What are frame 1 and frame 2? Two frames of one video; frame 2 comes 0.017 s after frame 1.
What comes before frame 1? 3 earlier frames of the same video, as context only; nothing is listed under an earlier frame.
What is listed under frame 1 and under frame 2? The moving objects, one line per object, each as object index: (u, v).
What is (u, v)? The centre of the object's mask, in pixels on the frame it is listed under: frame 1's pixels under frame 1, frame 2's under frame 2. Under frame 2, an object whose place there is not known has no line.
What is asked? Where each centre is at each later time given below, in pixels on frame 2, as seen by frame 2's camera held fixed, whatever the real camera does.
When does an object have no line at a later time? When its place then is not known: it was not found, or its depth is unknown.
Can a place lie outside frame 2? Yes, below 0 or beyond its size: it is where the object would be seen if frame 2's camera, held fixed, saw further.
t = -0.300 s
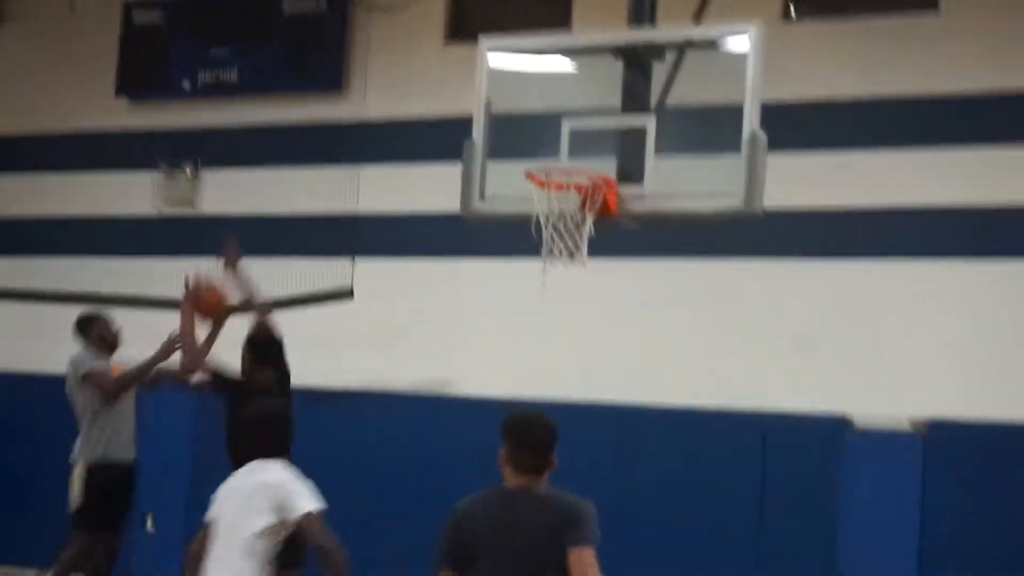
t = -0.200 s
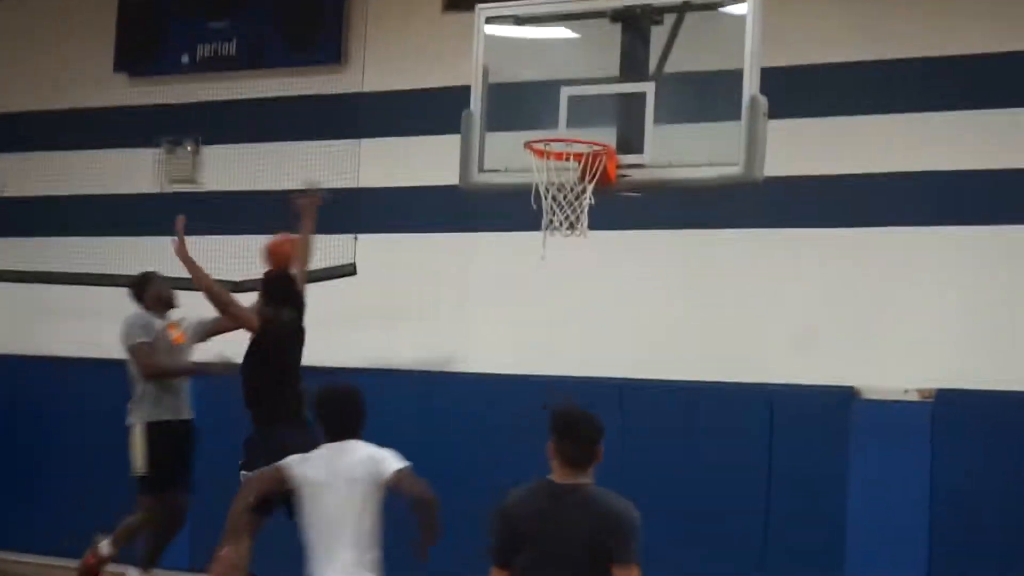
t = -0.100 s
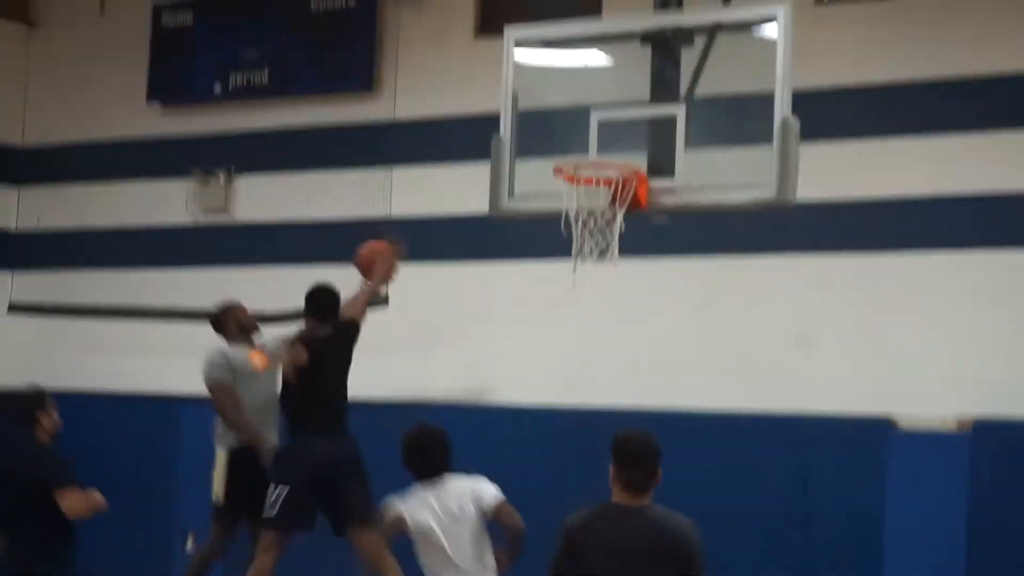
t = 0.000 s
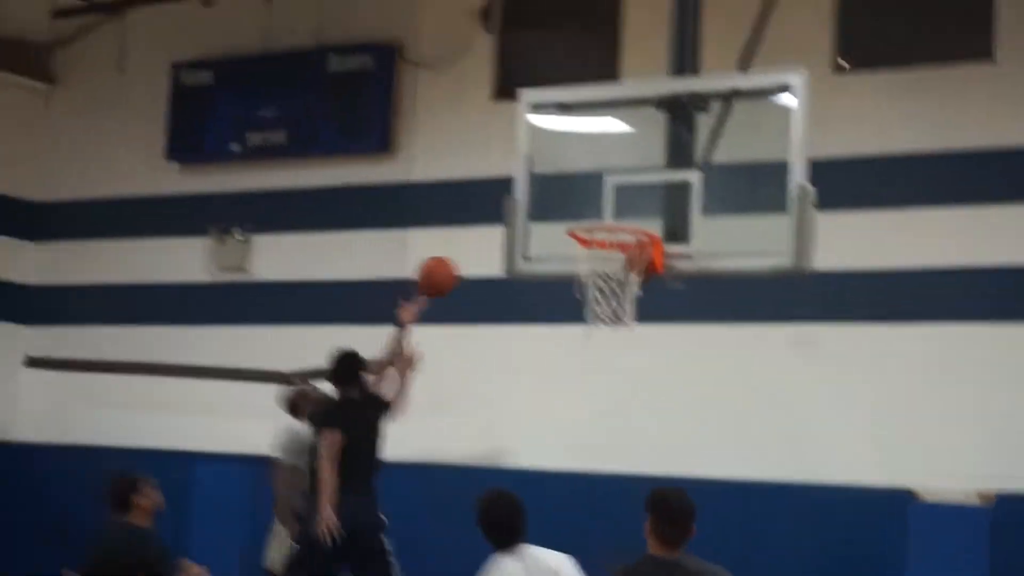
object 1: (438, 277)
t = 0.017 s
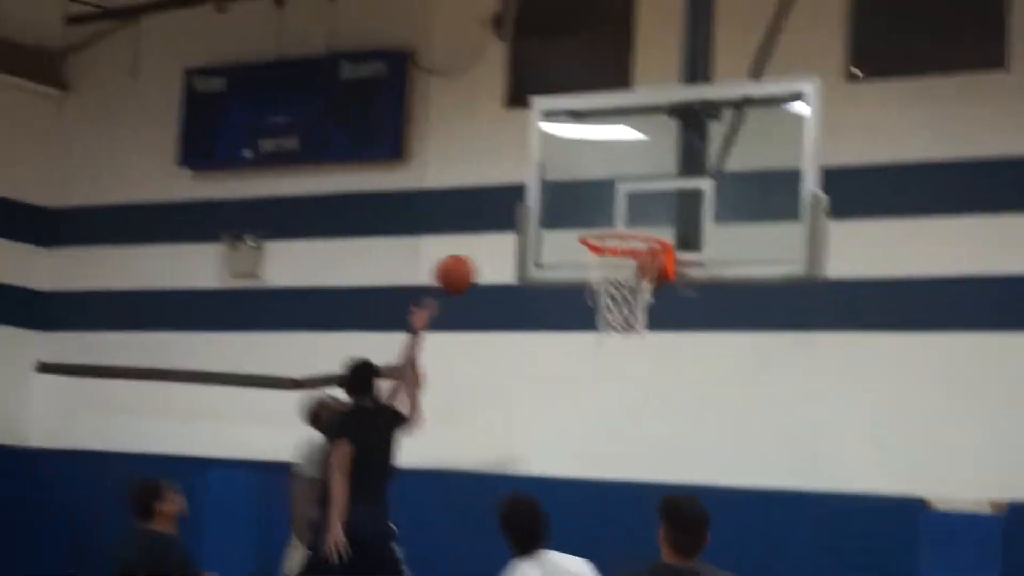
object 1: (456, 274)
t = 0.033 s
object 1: (462, 267)
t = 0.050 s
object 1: (468, 260)
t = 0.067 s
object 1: (473, 253)
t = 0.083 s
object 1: (479, 247)
